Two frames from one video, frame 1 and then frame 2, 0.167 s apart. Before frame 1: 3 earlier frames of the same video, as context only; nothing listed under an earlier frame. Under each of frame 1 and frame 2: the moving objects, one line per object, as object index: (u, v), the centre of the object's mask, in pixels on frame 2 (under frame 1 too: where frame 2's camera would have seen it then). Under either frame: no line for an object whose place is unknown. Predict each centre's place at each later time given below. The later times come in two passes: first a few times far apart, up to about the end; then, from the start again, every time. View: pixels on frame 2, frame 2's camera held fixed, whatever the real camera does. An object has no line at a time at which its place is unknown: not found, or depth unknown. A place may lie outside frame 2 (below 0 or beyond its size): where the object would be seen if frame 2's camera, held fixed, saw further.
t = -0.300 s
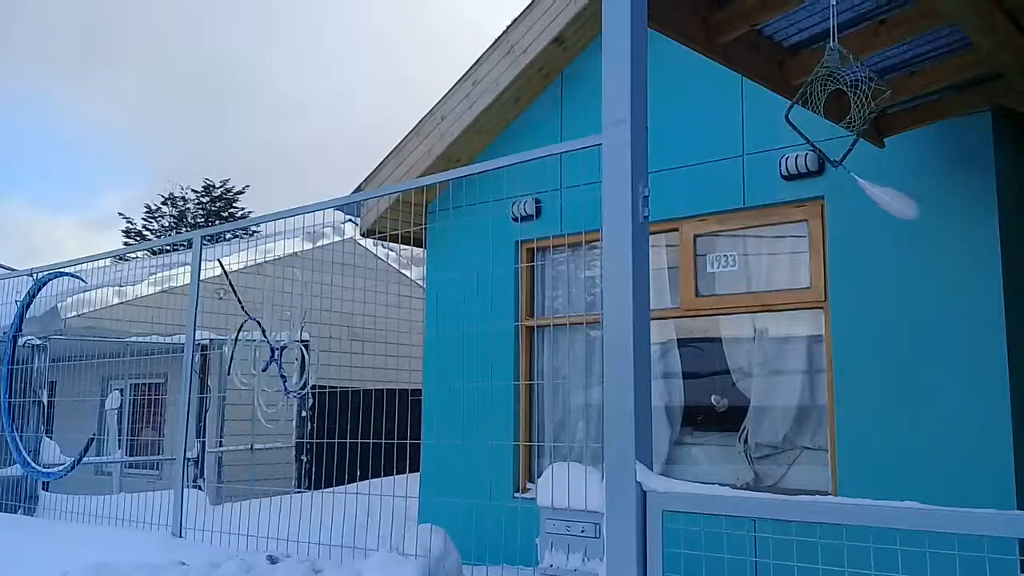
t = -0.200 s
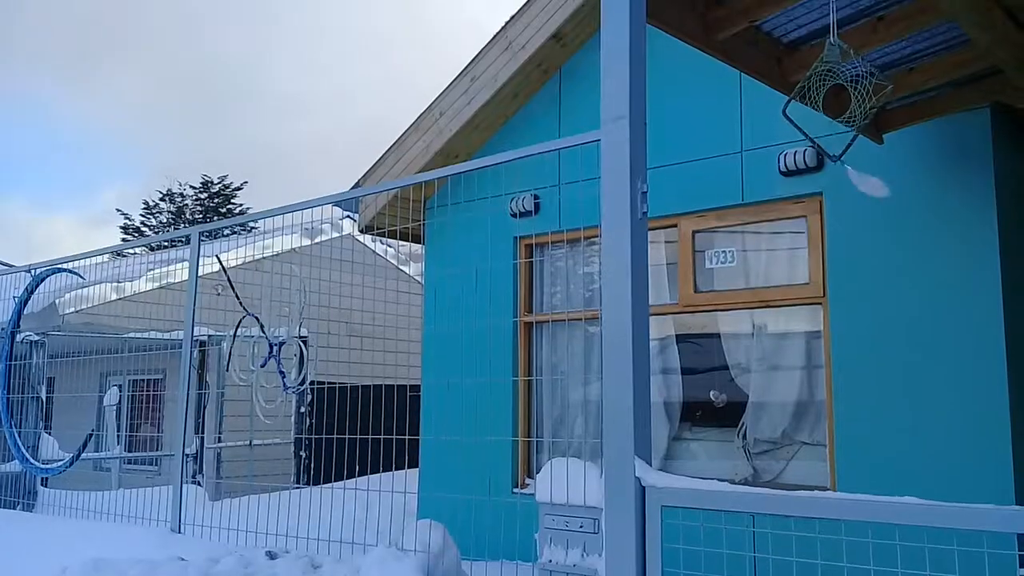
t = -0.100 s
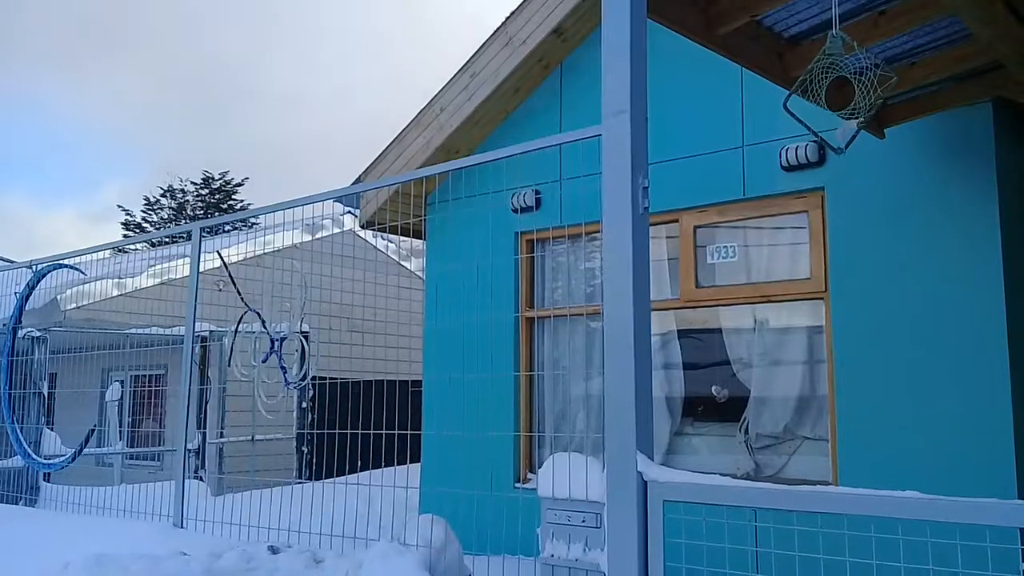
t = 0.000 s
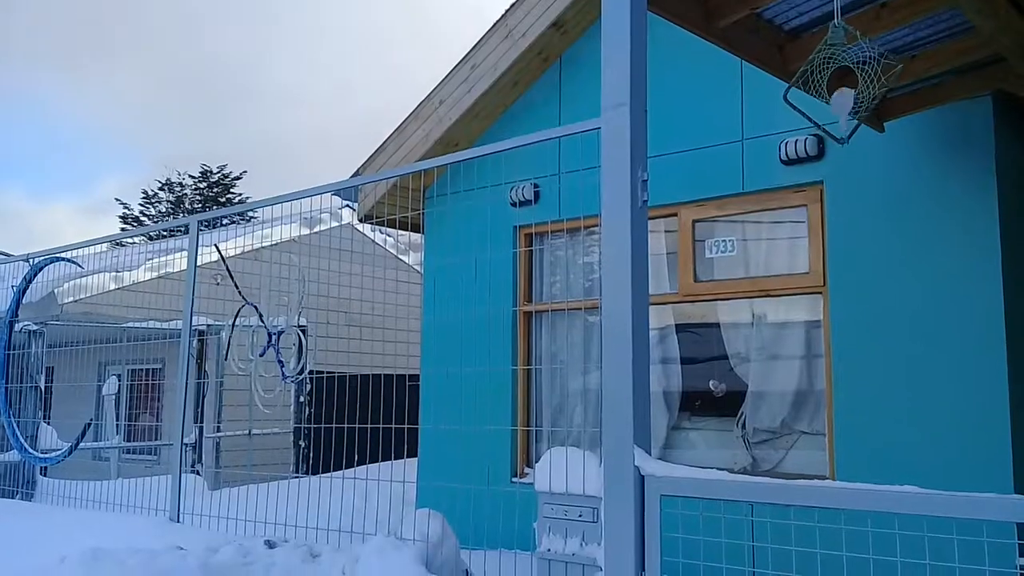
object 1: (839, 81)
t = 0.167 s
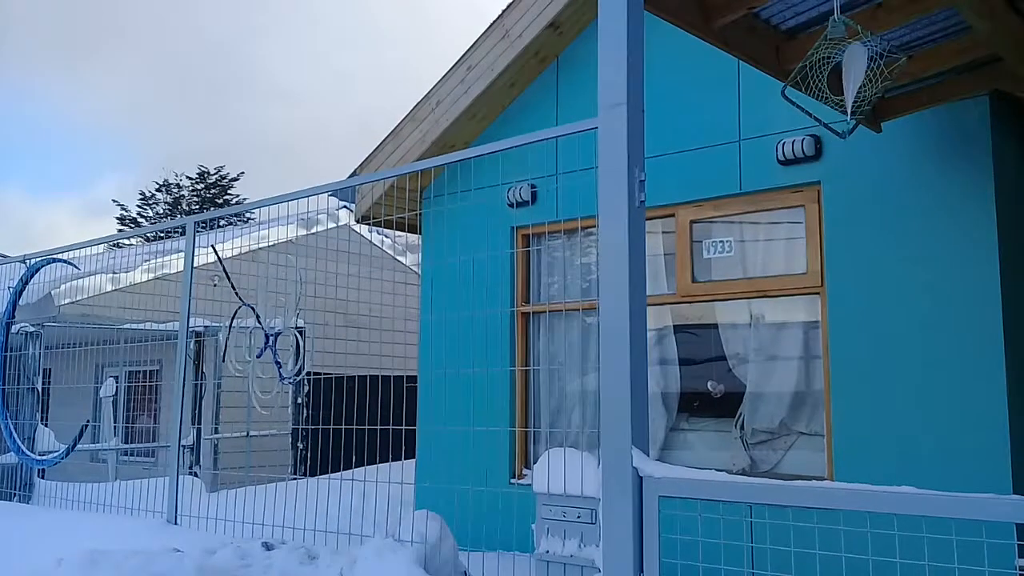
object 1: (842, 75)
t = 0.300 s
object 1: (843, 70)
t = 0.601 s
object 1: (841, 75)
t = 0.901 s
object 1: (834, 81)
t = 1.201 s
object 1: (834, 81)
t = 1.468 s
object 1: (850, 68)
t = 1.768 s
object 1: (863, 69)
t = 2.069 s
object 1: (860, 80)
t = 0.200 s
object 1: (843, 74)
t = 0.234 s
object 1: (842, 71)
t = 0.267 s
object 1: (842, 71)
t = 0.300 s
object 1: (843, 70)
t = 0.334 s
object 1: (845, 72)
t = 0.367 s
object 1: (845, 73)
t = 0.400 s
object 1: (845, 72)
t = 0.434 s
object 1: (844, 72)
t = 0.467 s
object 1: (844, 73)
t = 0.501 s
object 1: (843, 73)
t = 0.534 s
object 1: (842, 73)
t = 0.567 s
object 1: (841, 74)
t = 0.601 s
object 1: (841, 75)
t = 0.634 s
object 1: (840, 75)
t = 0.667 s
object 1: (840, 76)
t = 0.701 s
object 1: (839, 77)
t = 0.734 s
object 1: (838, 78)
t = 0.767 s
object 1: (837, 79)
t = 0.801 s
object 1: (836, 80)
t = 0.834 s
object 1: (835, 81)
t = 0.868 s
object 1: (835, 81)
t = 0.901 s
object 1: (834, 81)
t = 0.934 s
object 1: (834, 82)
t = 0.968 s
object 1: (833, 82)
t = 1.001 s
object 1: (833, 82)
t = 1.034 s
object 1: (832, 83)
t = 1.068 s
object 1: (832, 83)
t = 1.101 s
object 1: (837, 74)
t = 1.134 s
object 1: (837, 74)
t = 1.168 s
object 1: (833, 82)
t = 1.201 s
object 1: (834, 81)
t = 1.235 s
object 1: (835, 80)
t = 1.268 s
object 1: (837, 79)
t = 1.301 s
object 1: (839, 77)
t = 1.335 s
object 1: (841, 75)
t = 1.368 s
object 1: (843, 74)
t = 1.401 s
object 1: (845, 72)
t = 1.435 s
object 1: (848, 71)
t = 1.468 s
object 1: (850, 68)
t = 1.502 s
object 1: (851, 67)
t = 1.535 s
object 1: (852, 65)
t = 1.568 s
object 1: (852, 63)
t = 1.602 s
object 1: (855, 64)
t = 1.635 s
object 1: (859, 64)
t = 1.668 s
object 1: (861, 65)
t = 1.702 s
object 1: (861, 66)
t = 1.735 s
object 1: (862, 66)
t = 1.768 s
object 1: (863, 69)
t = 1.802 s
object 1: (863, 69)
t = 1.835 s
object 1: (864, 70)
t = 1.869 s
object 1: (864, 71)
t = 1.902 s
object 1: (864, 72)
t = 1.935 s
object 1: (864, 73)
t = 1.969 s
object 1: (863, 75)
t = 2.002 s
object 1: (862, 77)
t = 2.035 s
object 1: (862, 78)
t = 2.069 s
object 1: (860, 80)
